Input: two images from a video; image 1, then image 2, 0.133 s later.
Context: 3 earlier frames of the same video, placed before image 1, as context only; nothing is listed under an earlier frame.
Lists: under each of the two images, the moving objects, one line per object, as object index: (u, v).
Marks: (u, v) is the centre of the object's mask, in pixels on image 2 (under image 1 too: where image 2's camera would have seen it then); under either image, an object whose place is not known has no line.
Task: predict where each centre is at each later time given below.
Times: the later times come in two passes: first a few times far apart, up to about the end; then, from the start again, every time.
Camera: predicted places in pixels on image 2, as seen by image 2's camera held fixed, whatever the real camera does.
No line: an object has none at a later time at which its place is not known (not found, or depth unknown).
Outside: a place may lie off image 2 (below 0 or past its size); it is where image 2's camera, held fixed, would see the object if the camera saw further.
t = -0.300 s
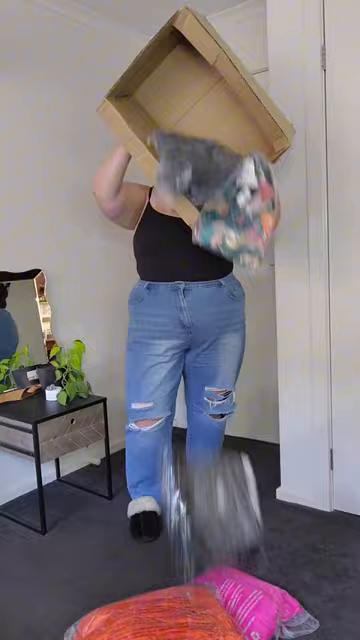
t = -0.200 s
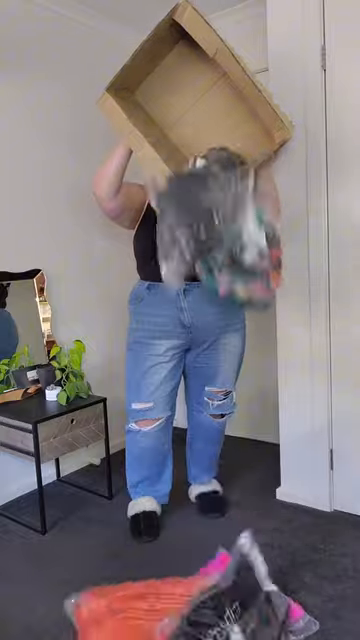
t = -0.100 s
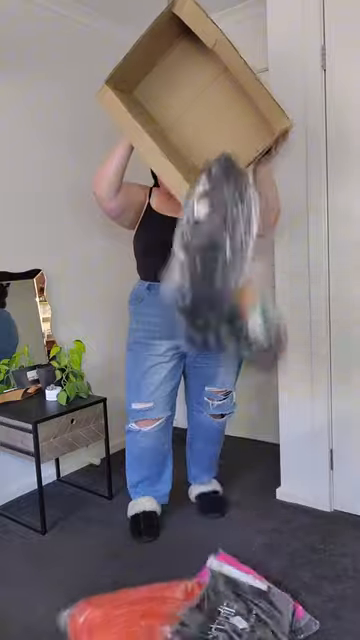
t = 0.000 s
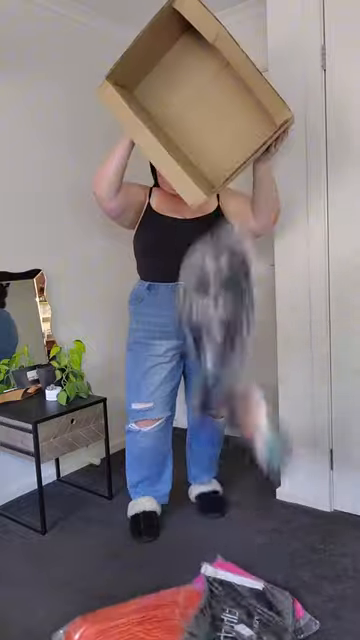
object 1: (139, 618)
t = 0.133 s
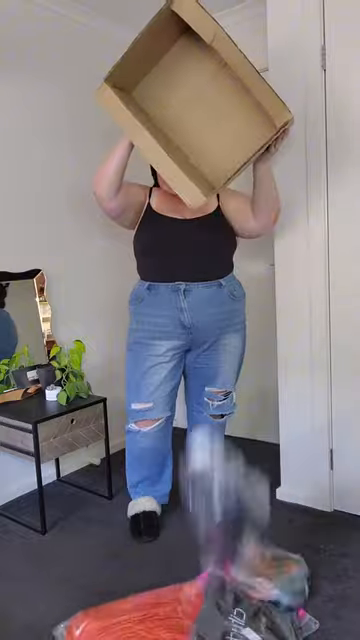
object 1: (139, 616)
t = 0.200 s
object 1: (126, 619)
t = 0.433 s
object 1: (141, 620)
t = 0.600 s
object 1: (151, 615)
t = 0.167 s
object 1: (136, 617)
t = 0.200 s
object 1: (126, 619)
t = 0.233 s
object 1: (120, 615)
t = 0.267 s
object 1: (122, 613)
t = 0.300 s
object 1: (124, 613)
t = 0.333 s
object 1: (127, 614)
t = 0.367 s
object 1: (131, 617)
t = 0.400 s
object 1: (136, 619)
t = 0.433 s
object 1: (141, 620)
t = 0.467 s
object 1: (151, 615)
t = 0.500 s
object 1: (151, 615)
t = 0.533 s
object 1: (151, 615)
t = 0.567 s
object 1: (151, 615)
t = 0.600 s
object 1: (151, 615)
